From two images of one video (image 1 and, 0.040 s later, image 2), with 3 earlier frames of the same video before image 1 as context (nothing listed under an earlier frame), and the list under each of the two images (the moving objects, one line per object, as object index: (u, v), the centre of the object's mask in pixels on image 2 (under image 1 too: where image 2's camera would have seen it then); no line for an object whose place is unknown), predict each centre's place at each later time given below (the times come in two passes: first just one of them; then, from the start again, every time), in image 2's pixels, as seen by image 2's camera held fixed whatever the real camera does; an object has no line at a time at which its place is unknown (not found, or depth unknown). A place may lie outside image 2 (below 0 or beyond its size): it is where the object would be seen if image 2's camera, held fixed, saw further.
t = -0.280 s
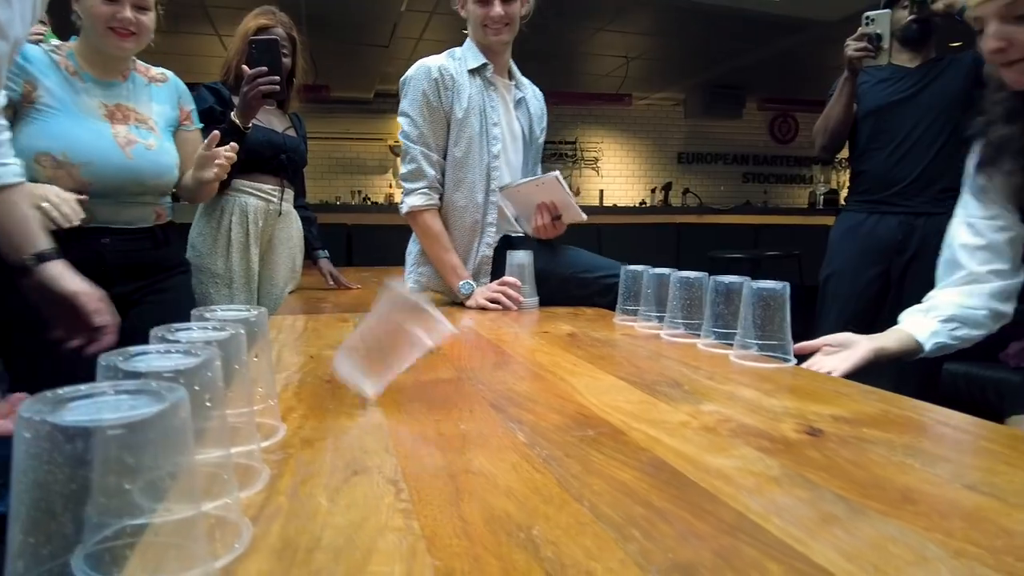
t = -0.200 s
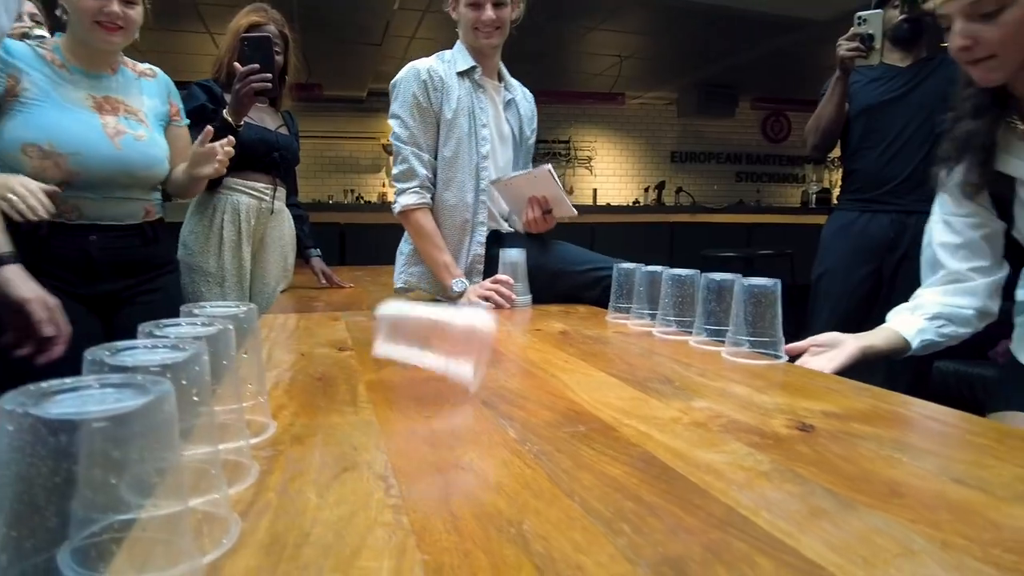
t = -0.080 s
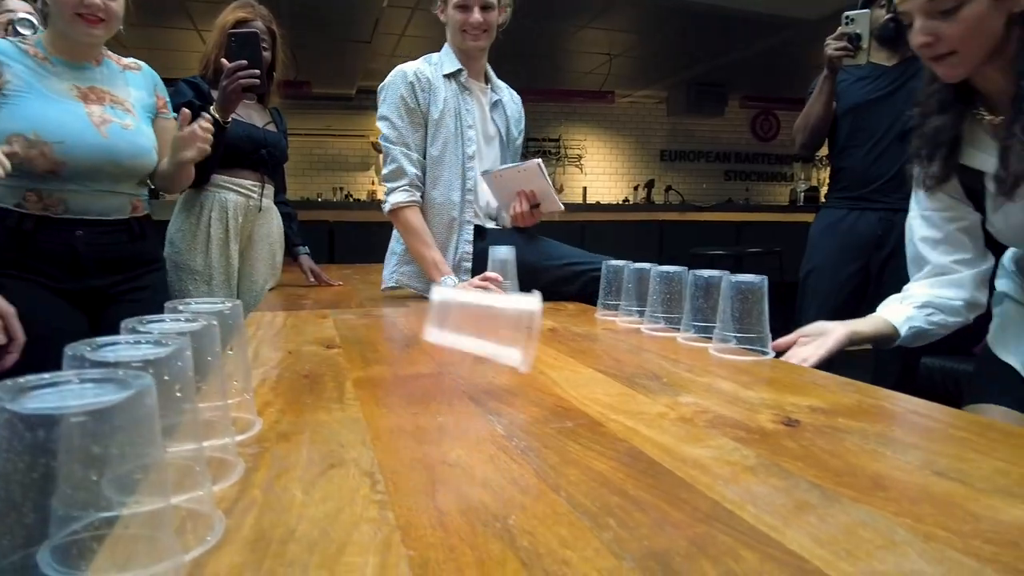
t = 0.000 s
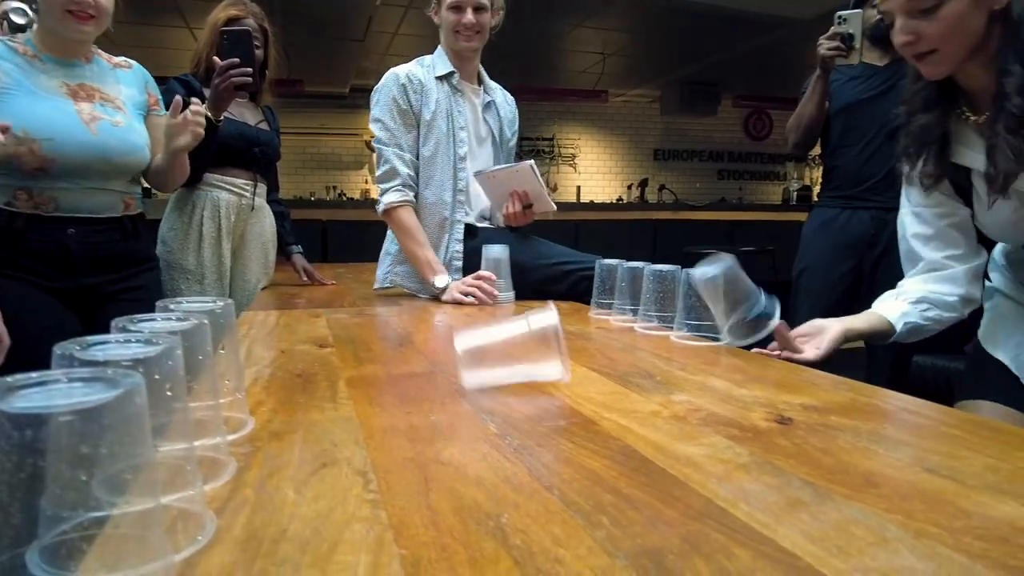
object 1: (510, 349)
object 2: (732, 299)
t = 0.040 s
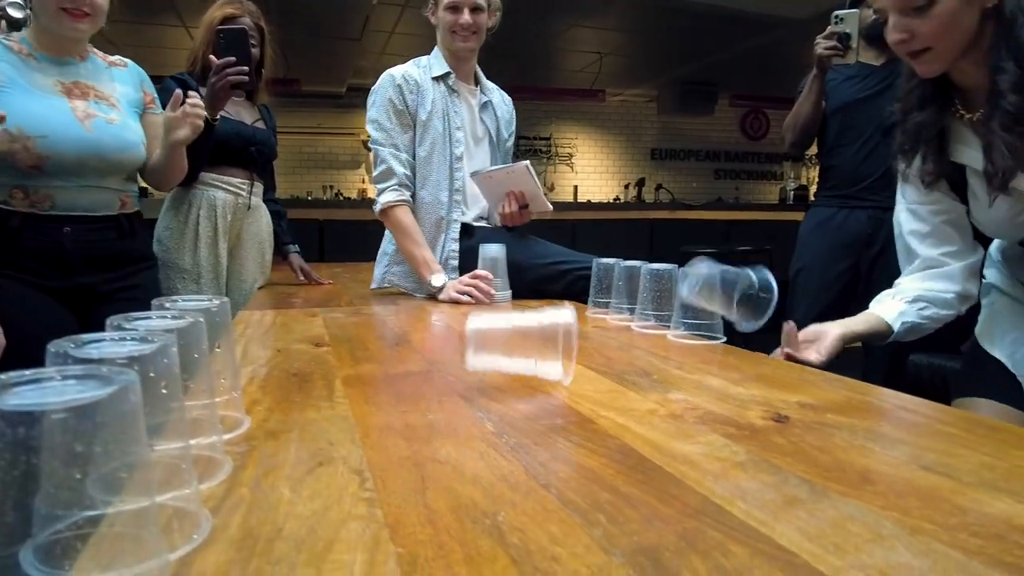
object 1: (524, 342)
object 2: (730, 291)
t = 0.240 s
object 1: (569, 347)
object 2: (700, 294)
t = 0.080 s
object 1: (536, 338)
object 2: (727, 291)
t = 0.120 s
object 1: (546, 339)
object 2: (721, 299)
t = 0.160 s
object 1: (554, 342)
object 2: (713, 291)
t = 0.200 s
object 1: (562, 352)
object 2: (706, 288)
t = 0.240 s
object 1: (569, 347)
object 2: (700, 294)
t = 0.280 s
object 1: (575, 347)
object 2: (695, 305)
